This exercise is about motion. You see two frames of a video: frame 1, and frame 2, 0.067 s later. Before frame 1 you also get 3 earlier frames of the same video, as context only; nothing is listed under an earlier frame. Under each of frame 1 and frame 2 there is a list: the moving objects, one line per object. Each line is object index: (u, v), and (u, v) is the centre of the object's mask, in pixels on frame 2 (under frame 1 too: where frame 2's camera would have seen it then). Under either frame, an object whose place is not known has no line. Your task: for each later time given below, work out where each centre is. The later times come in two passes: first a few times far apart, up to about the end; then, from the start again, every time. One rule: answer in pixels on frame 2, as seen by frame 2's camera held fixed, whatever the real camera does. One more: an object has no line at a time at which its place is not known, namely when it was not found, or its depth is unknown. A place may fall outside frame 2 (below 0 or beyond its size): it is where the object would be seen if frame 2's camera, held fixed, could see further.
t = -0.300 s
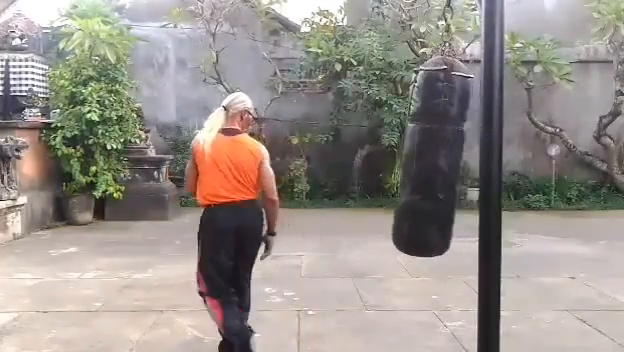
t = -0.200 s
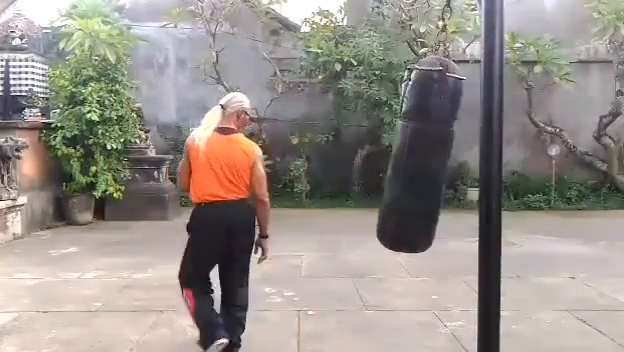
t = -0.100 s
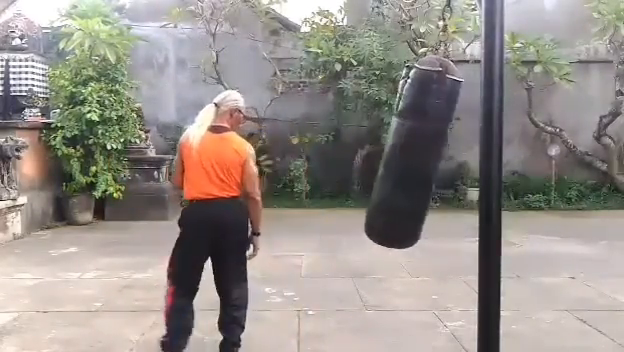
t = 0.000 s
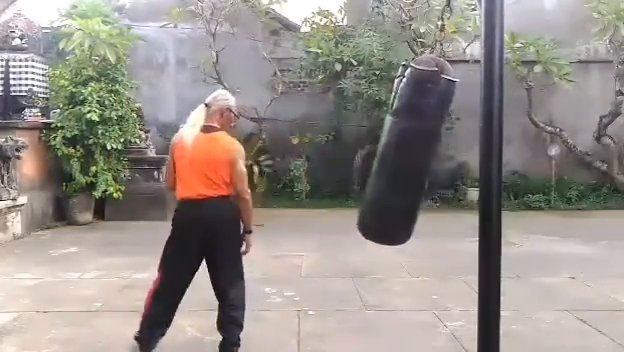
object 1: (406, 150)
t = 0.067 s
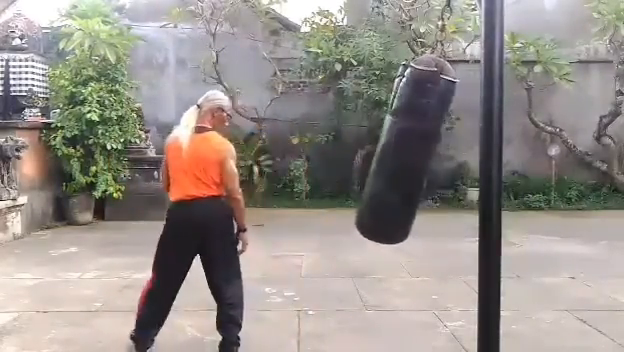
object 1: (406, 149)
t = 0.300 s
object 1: (411, 152)
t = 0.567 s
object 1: (438, 158)
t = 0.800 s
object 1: (458, 149)
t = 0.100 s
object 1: (405, 149)
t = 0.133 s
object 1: (405, 149)
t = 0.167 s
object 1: (406, 149)
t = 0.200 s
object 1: (406, 149)
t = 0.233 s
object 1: (407, 150)
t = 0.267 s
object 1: (409, 150)
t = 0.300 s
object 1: (411, 152)
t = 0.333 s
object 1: (414, 153)
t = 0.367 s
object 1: (417, 153)
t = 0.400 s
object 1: (420, 154)
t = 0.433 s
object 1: (423, 155)
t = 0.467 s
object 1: (426, 156)
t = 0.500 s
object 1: (430, 157)
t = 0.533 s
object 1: (434, 158)
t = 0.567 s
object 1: (438, 158)
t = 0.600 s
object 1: (442, 159)
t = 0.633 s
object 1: (447, 159)
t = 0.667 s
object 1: (450, 158)
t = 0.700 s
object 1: (453, 157)
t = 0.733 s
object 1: (455, 154)
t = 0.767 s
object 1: (456, 151)
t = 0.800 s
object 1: (458, 149)
